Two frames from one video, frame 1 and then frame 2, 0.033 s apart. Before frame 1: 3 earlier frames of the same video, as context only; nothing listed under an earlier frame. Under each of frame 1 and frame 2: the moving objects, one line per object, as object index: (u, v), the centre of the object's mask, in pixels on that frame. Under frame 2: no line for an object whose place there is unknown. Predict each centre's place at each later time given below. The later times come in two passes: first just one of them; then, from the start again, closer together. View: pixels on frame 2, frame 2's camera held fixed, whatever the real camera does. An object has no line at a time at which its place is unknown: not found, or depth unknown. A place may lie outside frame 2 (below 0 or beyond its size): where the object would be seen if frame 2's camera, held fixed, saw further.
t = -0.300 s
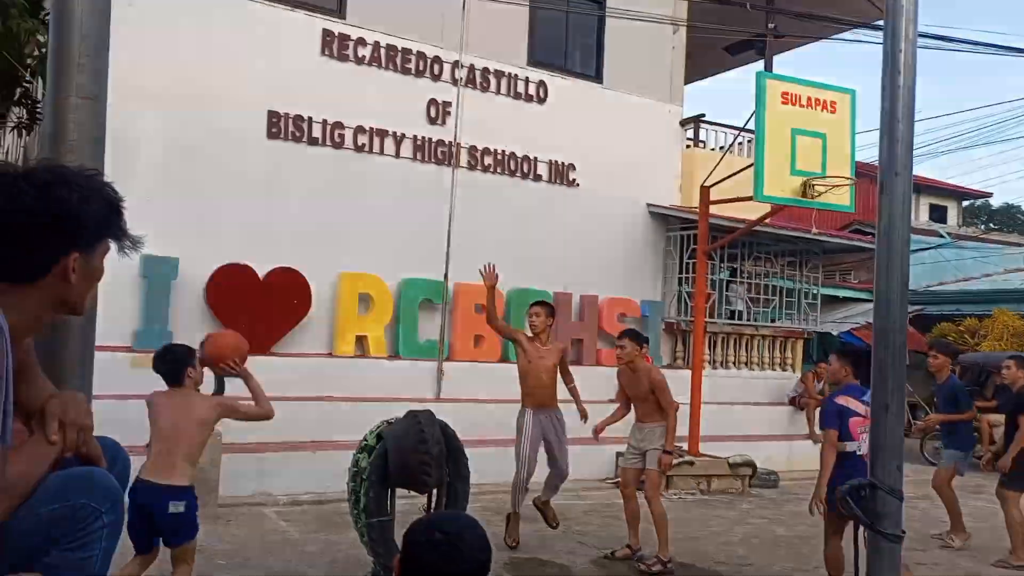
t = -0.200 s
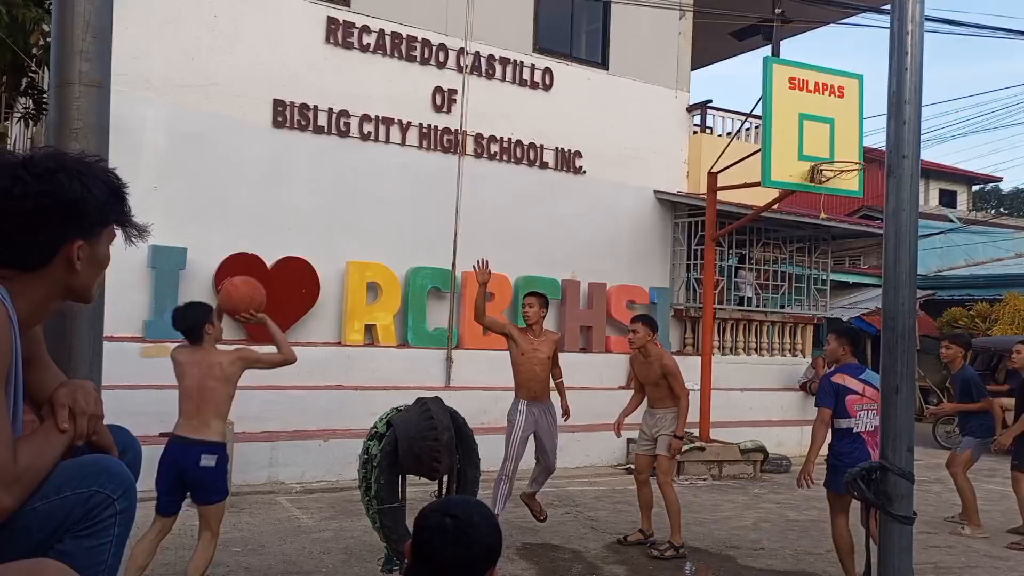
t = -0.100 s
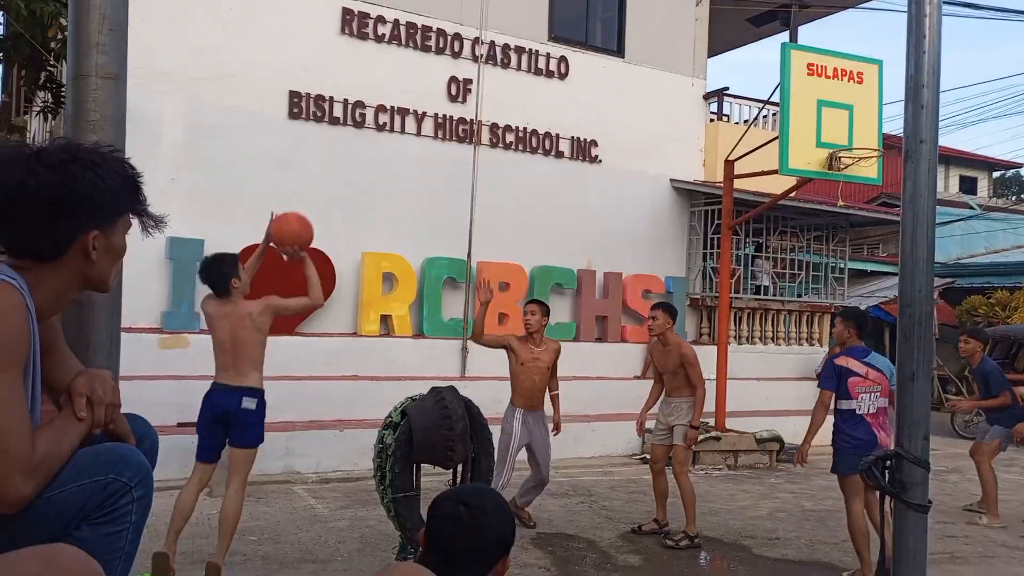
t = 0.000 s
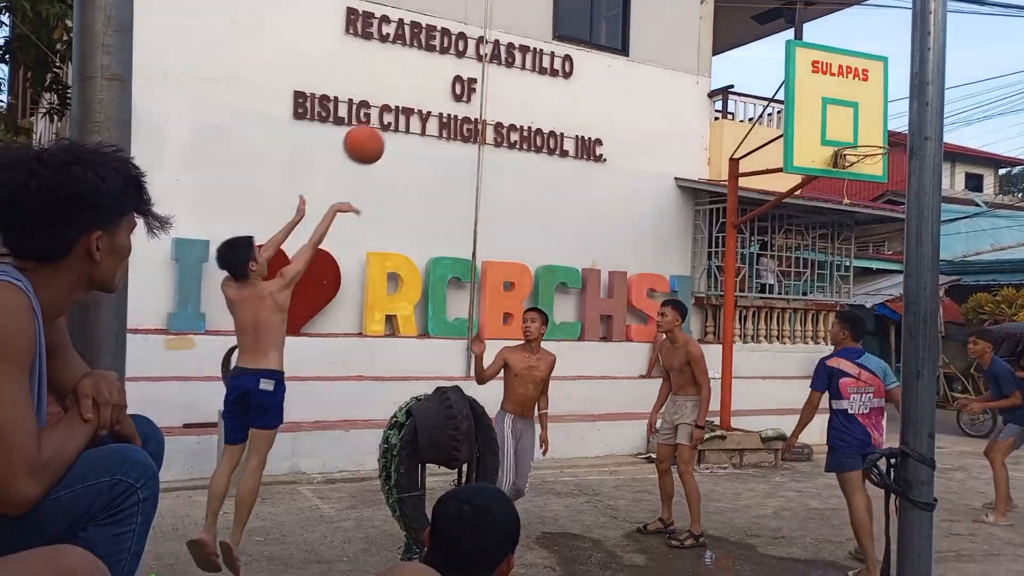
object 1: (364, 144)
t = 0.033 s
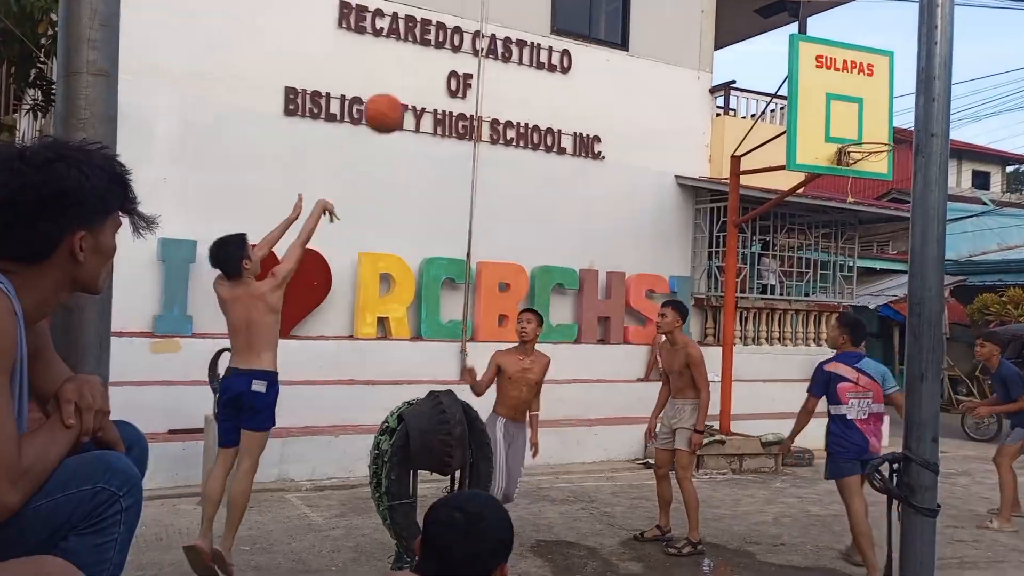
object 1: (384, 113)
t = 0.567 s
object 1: (697, -31)
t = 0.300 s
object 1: (568, -19)
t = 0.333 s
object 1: (585, -24)
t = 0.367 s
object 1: (602, -30)
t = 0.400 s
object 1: (621, -33)
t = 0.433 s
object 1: (636, -35)
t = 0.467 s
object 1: (651, -36)
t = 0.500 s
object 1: (665, -37)
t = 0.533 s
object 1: (681, -36)
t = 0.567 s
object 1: (697, -31)
